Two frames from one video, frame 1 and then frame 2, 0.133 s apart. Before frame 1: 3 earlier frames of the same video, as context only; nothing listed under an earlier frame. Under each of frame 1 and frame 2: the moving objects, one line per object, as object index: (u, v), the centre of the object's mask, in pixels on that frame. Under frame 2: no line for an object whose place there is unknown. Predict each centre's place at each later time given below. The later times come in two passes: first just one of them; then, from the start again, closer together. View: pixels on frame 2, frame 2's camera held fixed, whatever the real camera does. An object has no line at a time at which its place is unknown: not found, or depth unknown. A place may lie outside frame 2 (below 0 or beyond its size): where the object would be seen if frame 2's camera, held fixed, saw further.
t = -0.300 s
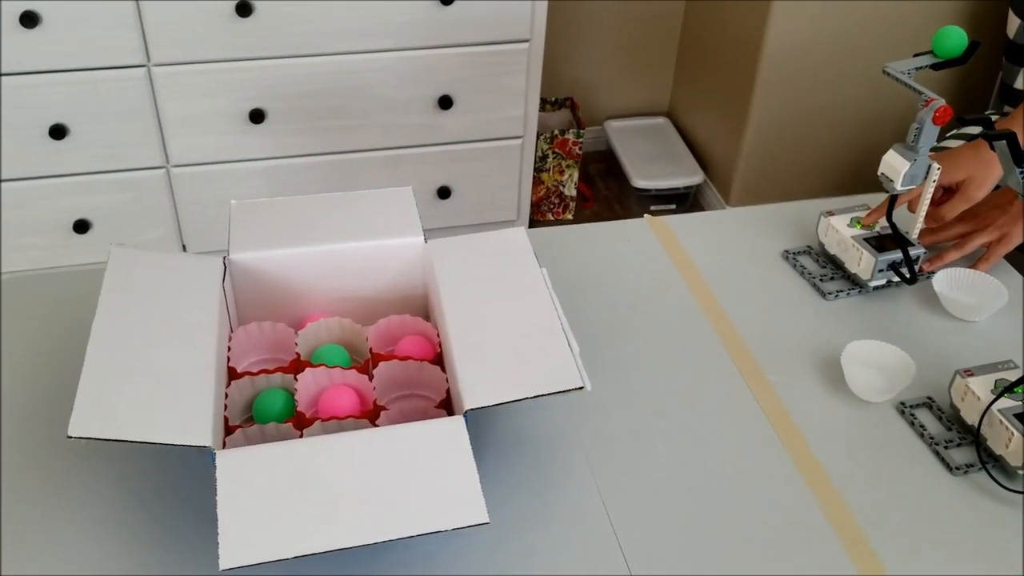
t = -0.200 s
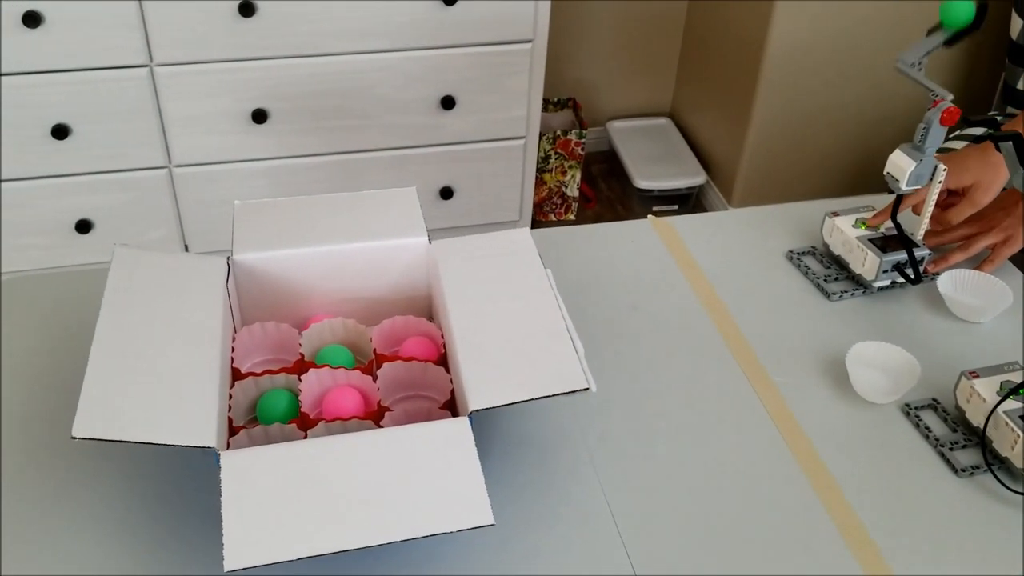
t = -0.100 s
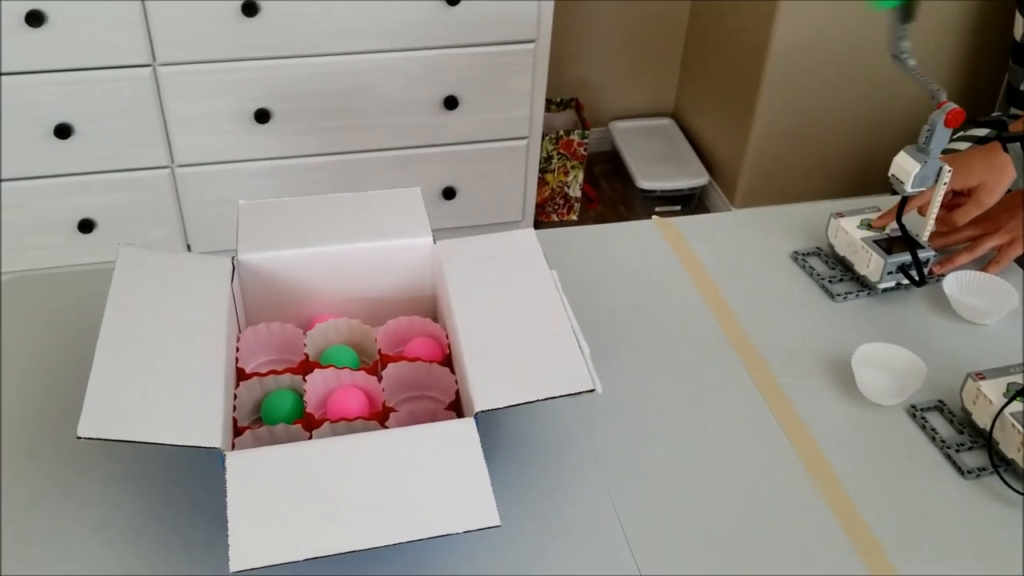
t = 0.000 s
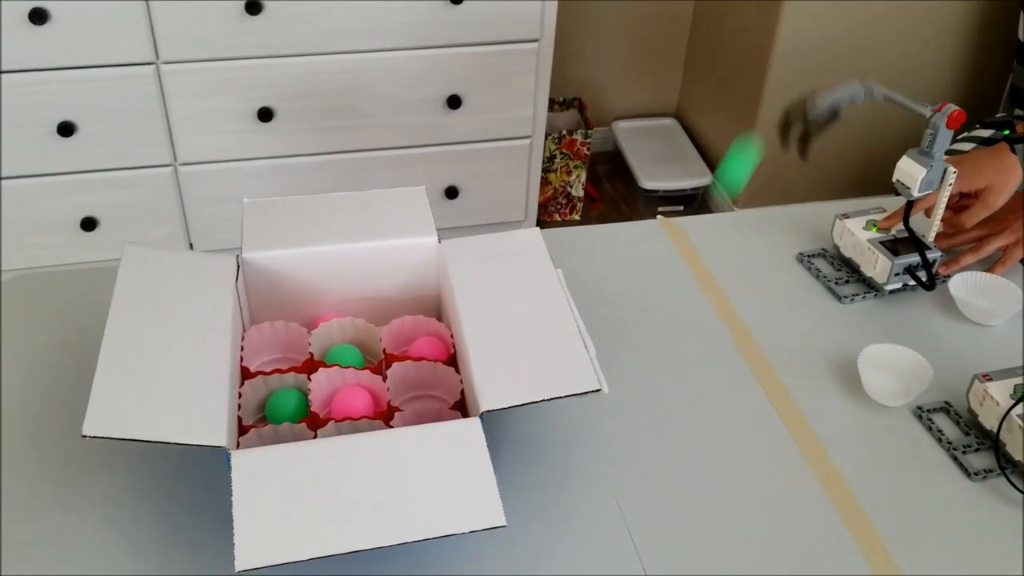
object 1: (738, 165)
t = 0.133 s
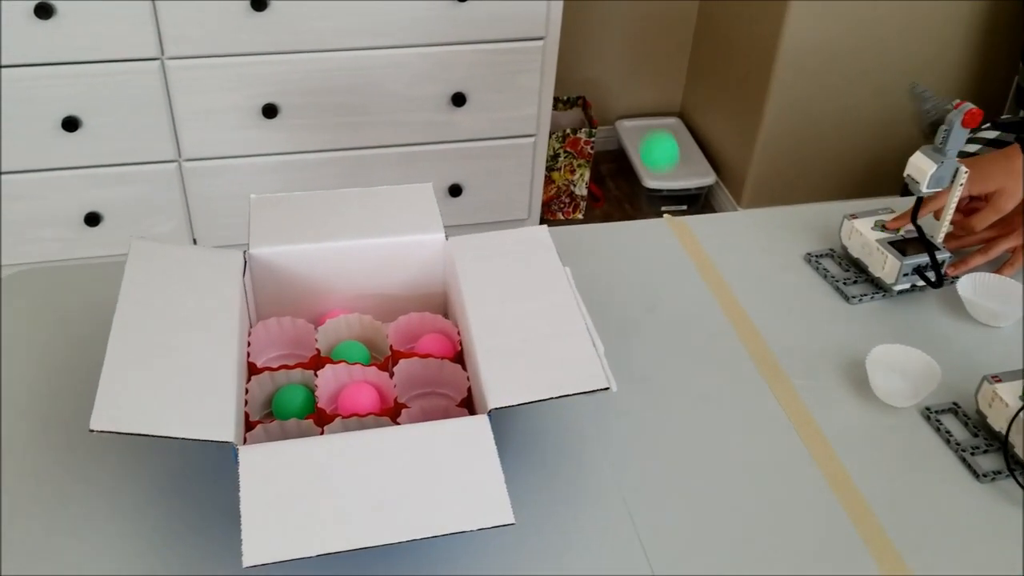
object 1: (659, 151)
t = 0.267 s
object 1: (586, 111)
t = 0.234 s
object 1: (607, 107)
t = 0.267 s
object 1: (586, 111)
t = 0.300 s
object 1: (563, 126)
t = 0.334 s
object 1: (538, 153)
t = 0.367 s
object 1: (510, 191)
